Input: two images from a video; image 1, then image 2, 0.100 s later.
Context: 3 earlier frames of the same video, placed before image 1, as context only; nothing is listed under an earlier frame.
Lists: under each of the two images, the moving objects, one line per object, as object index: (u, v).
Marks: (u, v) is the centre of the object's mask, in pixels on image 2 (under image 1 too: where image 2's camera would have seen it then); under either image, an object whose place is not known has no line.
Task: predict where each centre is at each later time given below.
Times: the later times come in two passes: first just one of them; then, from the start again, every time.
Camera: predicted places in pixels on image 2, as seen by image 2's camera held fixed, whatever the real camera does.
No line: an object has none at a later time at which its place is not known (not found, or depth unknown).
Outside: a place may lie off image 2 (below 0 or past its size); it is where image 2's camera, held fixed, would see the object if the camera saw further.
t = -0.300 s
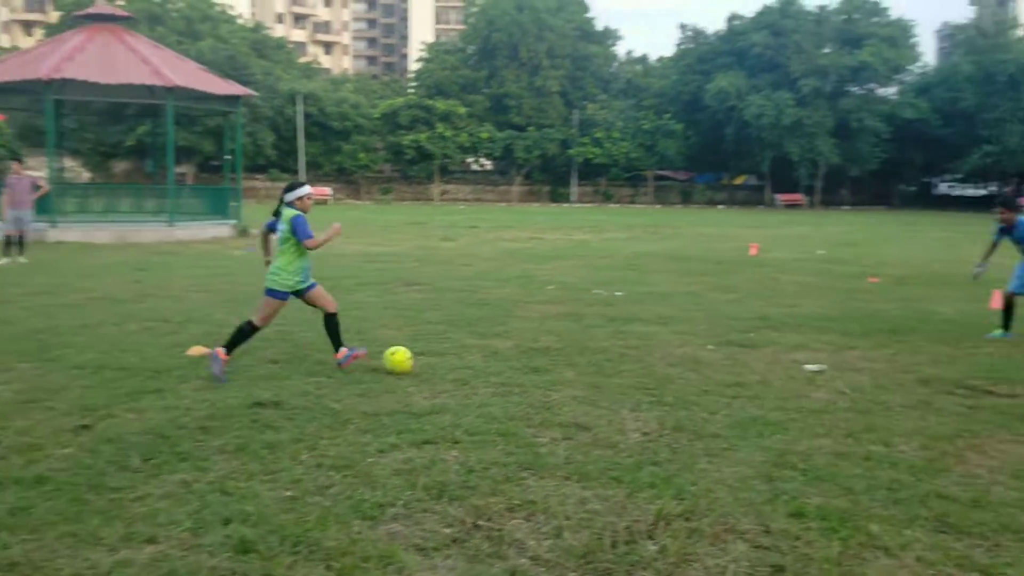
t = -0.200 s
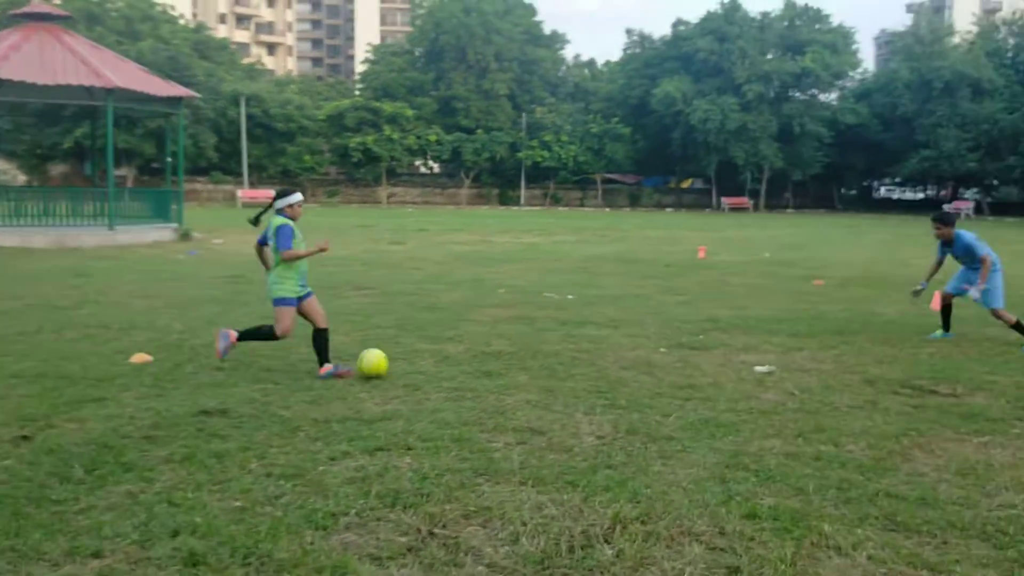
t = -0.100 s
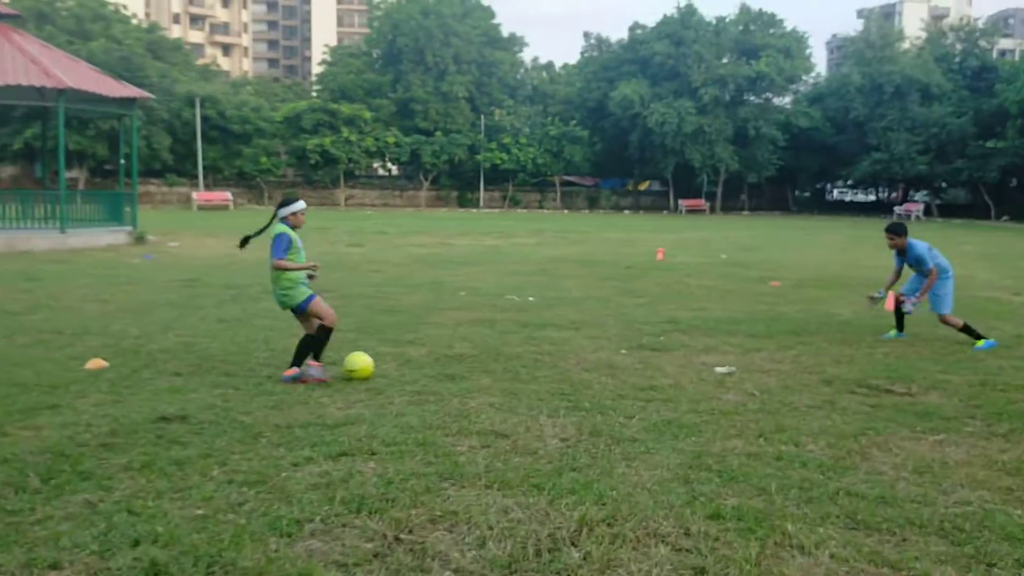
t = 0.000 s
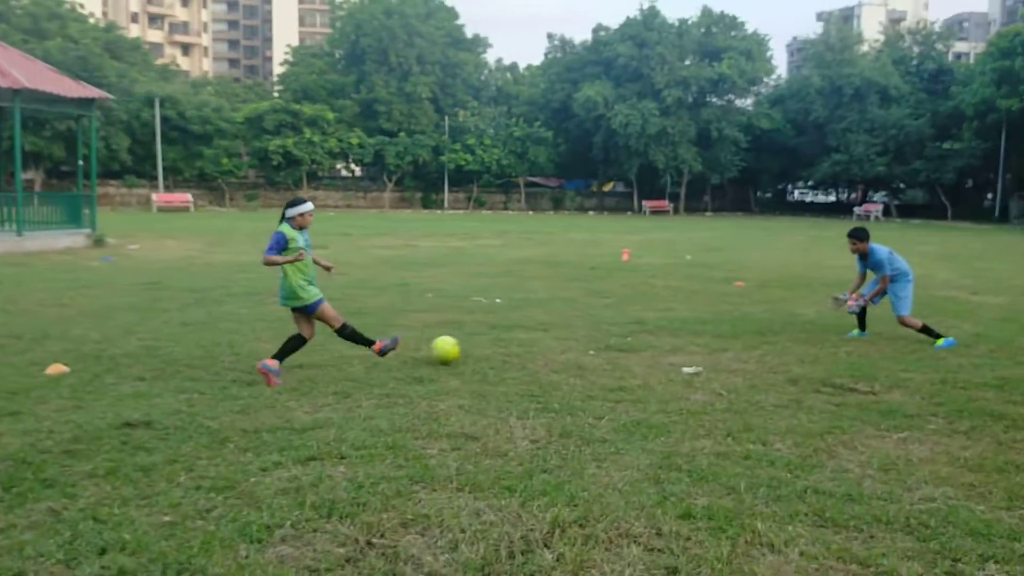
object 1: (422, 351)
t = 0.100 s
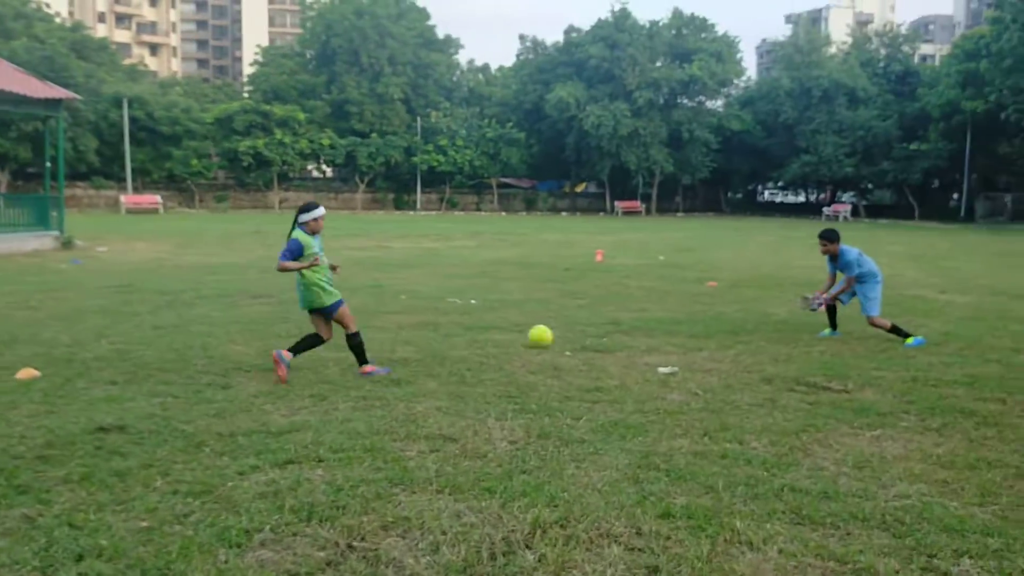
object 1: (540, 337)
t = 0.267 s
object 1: (675, 319)
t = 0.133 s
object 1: (573, 333)
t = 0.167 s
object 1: (604, 332)
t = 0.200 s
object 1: (630, 328)
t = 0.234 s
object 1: (653, 323)
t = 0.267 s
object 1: (675, 319)
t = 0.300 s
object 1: (695, 315)
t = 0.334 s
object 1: (714, 313)
